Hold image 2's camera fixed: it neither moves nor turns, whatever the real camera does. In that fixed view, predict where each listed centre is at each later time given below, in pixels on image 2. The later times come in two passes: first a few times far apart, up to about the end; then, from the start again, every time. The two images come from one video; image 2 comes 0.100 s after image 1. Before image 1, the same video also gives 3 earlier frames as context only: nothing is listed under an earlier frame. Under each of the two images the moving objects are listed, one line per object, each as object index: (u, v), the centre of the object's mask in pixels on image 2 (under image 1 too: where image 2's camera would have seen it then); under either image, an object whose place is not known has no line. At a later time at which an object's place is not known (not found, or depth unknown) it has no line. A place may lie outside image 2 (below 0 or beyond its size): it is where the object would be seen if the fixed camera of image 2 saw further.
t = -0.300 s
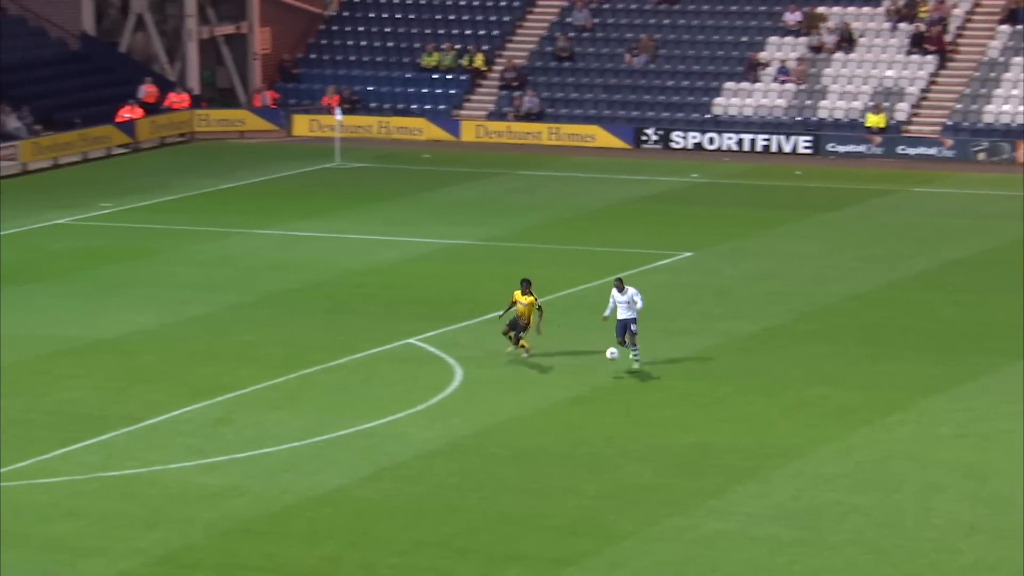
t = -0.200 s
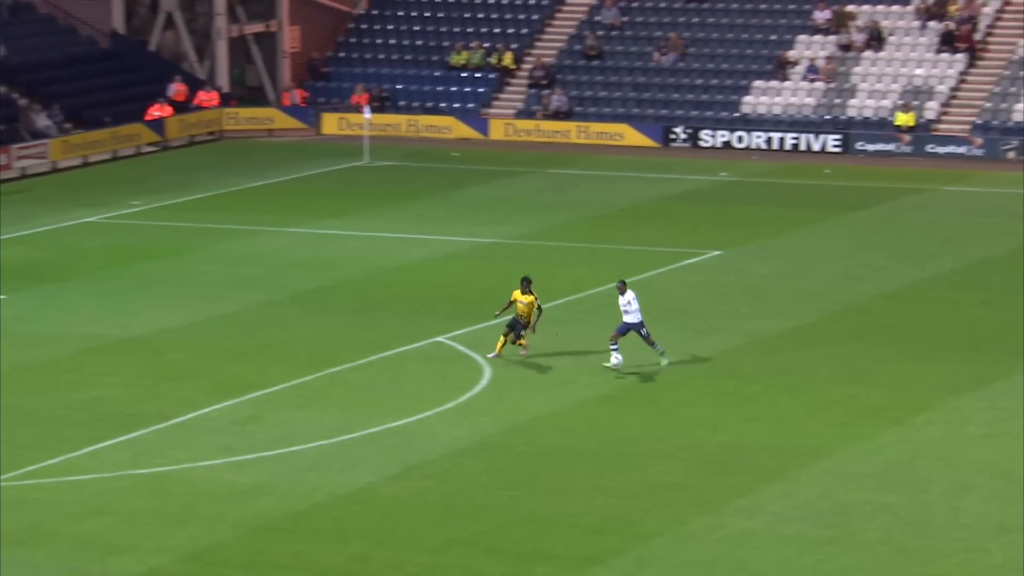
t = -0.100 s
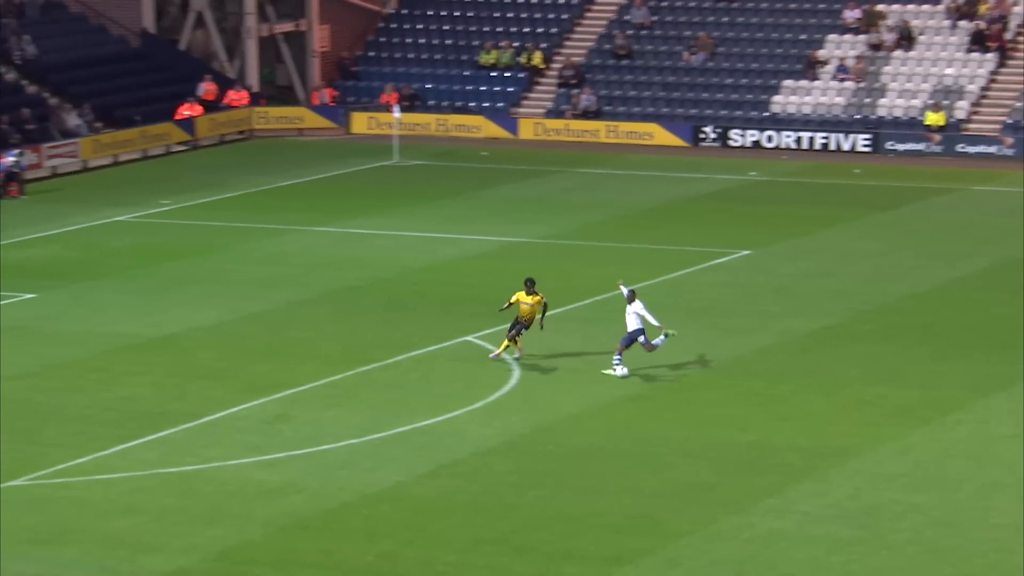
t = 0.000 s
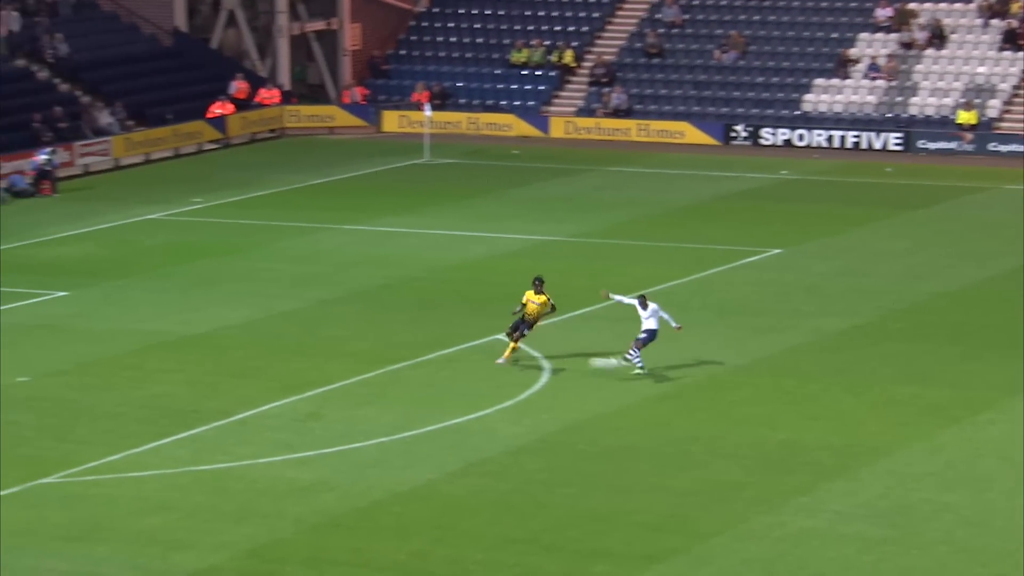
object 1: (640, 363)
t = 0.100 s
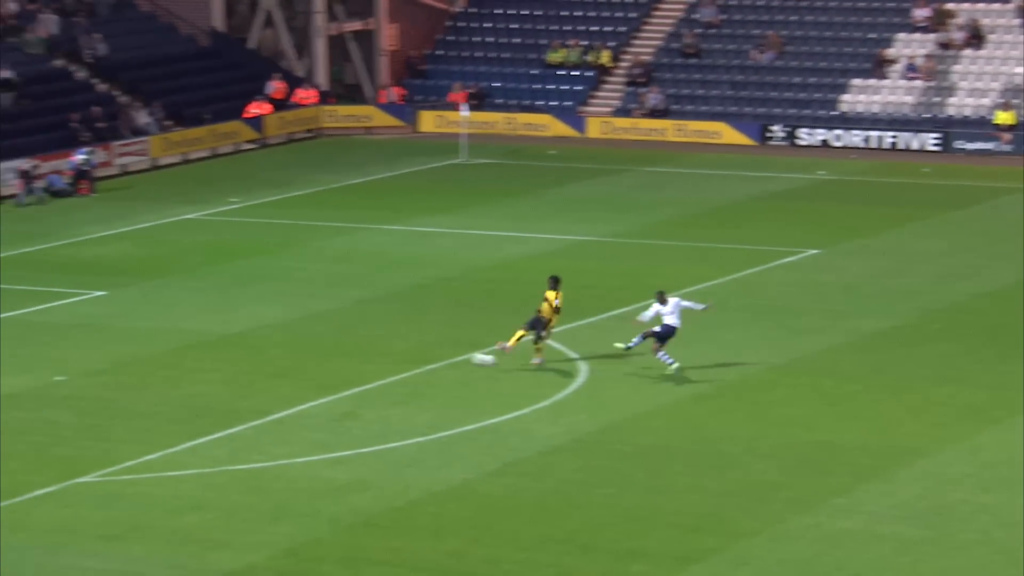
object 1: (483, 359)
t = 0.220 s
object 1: (325, 342)
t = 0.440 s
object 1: (85, 326)
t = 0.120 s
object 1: (455, 356)
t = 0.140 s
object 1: (428, 353)
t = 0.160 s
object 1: (402, 349)
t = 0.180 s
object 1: (376, 346)
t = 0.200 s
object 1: (350, 343)
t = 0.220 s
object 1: (325, 342)
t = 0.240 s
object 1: (301, 340)
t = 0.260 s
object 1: (277, 339)
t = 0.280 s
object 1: (254, 339)
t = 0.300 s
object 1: (230, 339)
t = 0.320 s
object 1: (207, 339)
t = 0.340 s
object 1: (186, 338)
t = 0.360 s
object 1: (165, 335)
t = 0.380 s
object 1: (145, 332)
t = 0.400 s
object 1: (124, 329)
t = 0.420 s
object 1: (104, 327)
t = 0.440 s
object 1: (85, 326)
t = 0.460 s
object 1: (65, 324)
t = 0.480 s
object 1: (46, 323)
